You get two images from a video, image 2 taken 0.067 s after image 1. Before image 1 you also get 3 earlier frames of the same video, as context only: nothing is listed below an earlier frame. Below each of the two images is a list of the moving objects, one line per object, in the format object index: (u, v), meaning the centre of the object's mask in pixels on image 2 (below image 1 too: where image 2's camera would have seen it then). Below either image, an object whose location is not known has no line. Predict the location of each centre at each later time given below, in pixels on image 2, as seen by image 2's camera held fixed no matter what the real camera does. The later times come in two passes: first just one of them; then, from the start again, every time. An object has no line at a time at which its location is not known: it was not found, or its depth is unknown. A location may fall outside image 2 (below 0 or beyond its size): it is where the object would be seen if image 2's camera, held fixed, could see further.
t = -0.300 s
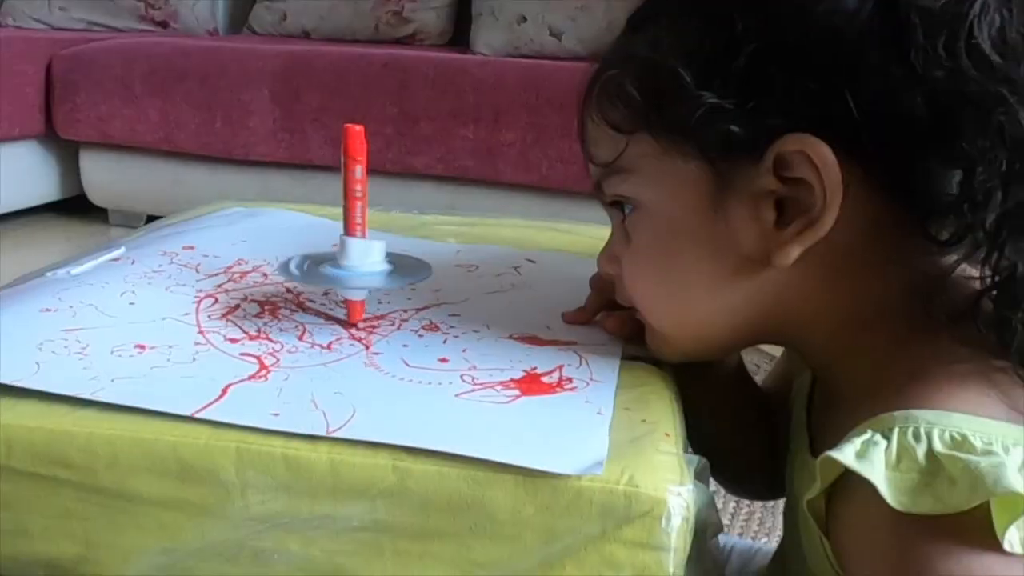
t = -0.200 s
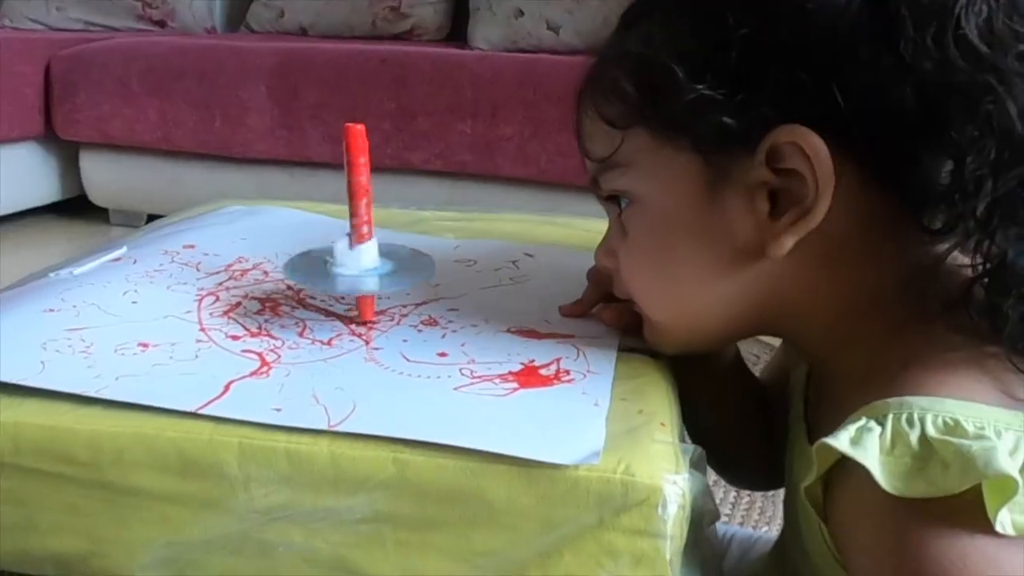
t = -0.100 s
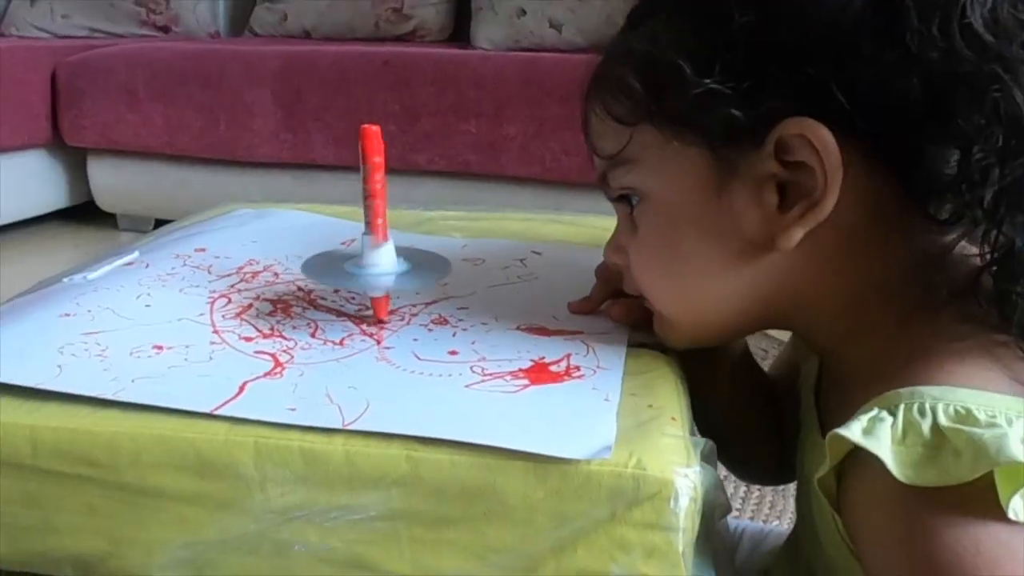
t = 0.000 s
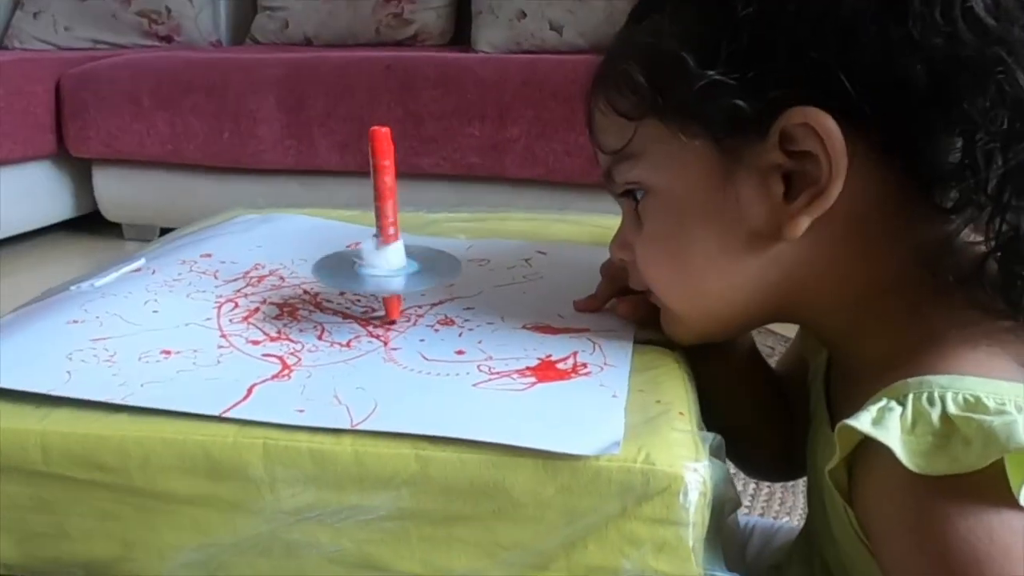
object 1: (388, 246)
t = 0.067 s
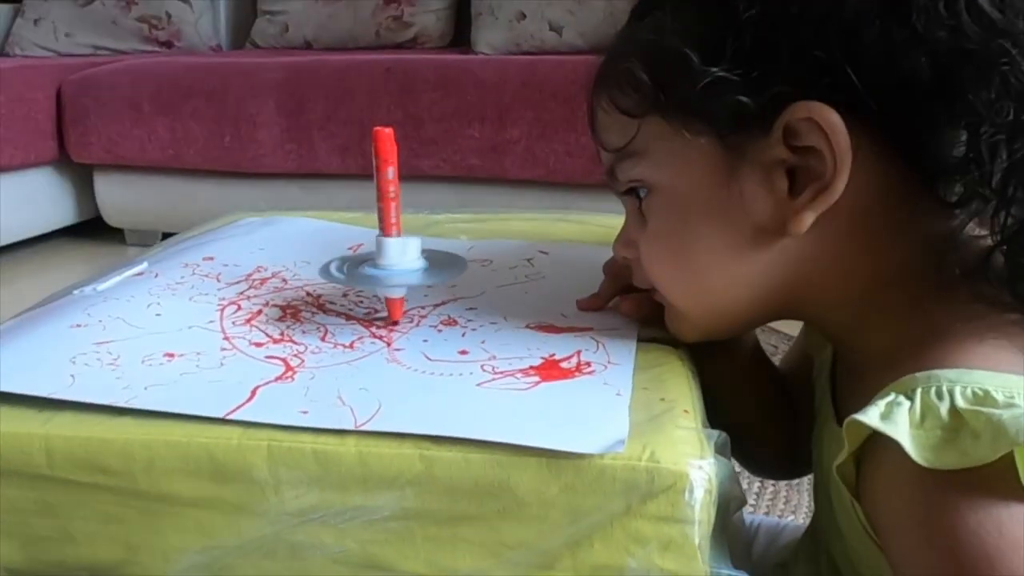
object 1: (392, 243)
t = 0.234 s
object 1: (402, 244)
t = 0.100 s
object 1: (393, 245)
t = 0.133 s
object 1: (394, 244)
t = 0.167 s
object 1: (397, 241)
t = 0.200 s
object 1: (399, 244)
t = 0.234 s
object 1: (402, 244)
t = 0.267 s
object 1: (405, 241)
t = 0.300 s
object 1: (407, 241)
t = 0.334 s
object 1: (409, 243)
